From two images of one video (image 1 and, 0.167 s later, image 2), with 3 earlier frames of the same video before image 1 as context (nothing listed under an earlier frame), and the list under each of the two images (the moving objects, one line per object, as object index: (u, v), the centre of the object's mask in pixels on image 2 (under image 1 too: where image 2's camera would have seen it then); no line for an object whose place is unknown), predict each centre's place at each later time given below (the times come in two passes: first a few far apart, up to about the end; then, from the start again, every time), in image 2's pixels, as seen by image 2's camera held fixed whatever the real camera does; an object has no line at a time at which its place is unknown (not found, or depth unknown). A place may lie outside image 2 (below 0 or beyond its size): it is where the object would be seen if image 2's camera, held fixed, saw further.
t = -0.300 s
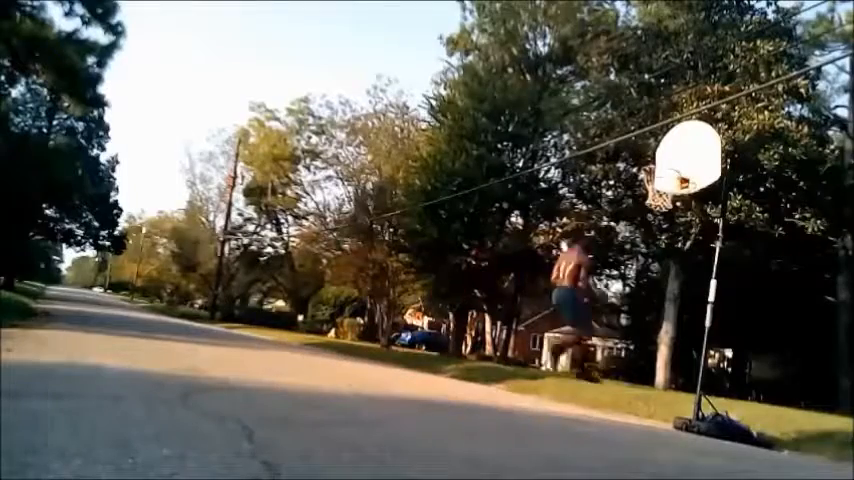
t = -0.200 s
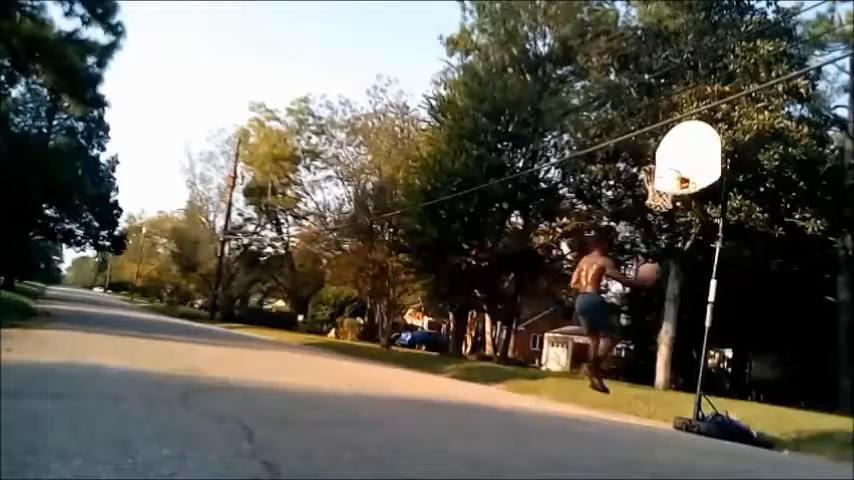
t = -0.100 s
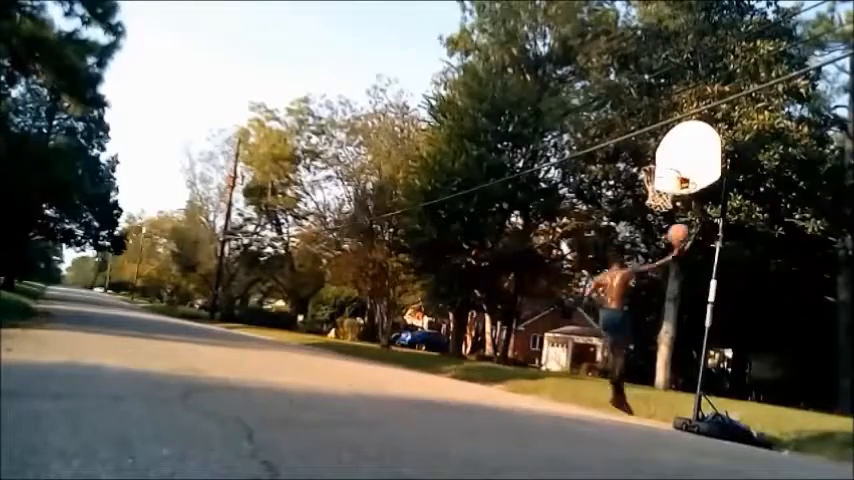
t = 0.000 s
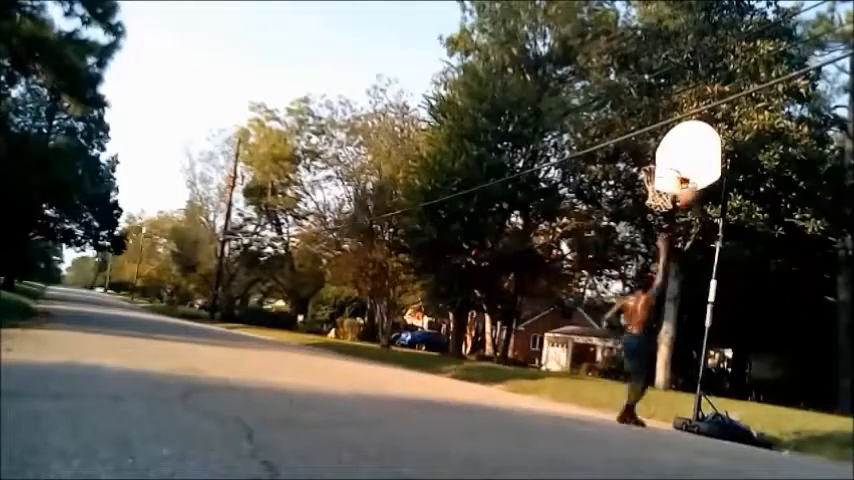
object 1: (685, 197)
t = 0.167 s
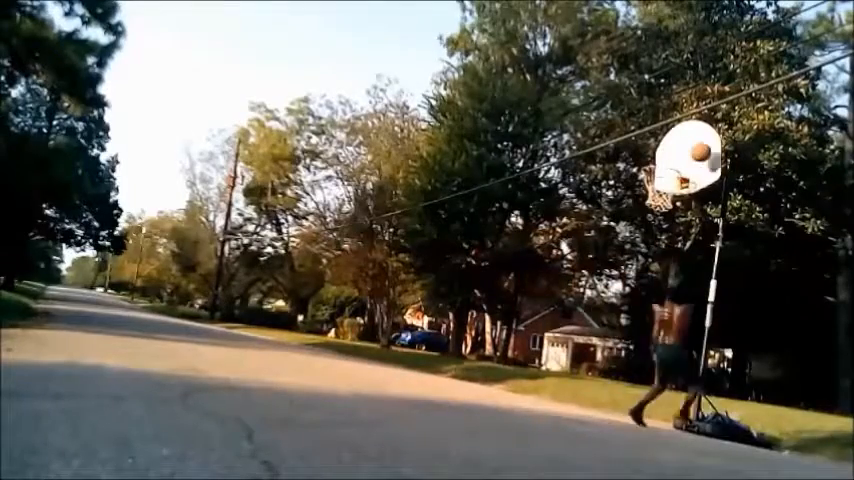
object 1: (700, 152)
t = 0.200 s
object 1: (701, 146)
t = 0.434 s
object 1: (683, 141)
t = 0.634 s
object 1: (661, 170)
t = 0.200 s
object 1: (701, 146)
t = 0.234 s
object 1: (700, 142)
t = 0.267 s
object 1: (697, 140)
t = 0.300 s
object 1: (695, 138)
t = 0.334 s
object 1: (692, 138)
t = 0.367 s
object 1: (688, 137)
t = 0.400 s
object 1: (685, 139)
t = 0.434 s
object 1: (683, 141)
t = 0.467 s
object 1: (679, 144)
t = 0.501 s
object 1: (676, 148)
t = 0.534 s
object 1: (672, 152)
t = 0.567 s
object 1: (668, 157)
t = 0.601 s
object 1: (665, 163)
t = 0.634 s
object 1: (661, 170)
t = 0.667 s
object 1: (659, 170)
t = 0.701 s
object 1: (656, 171)
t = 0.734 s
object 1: (653, 173)
